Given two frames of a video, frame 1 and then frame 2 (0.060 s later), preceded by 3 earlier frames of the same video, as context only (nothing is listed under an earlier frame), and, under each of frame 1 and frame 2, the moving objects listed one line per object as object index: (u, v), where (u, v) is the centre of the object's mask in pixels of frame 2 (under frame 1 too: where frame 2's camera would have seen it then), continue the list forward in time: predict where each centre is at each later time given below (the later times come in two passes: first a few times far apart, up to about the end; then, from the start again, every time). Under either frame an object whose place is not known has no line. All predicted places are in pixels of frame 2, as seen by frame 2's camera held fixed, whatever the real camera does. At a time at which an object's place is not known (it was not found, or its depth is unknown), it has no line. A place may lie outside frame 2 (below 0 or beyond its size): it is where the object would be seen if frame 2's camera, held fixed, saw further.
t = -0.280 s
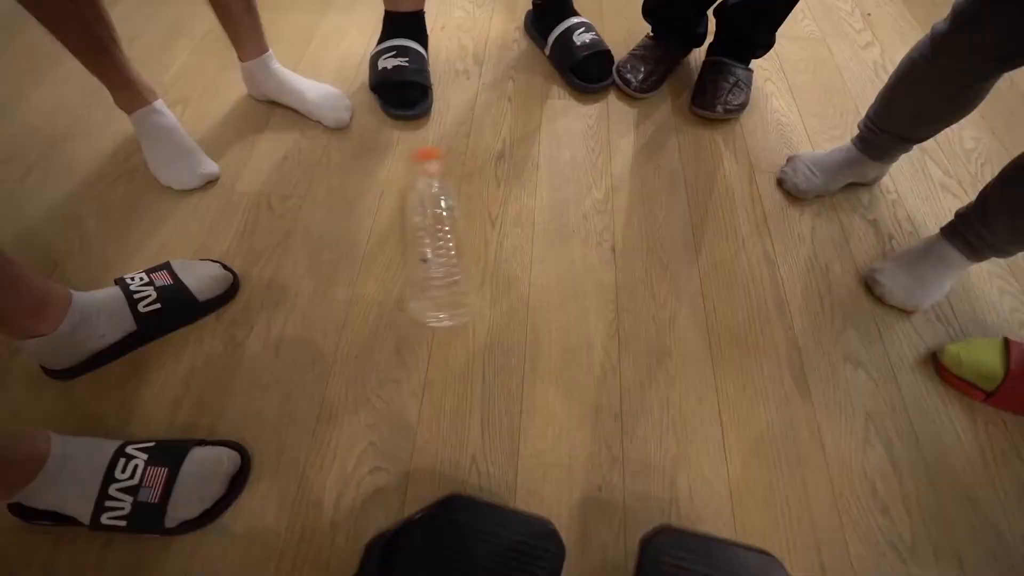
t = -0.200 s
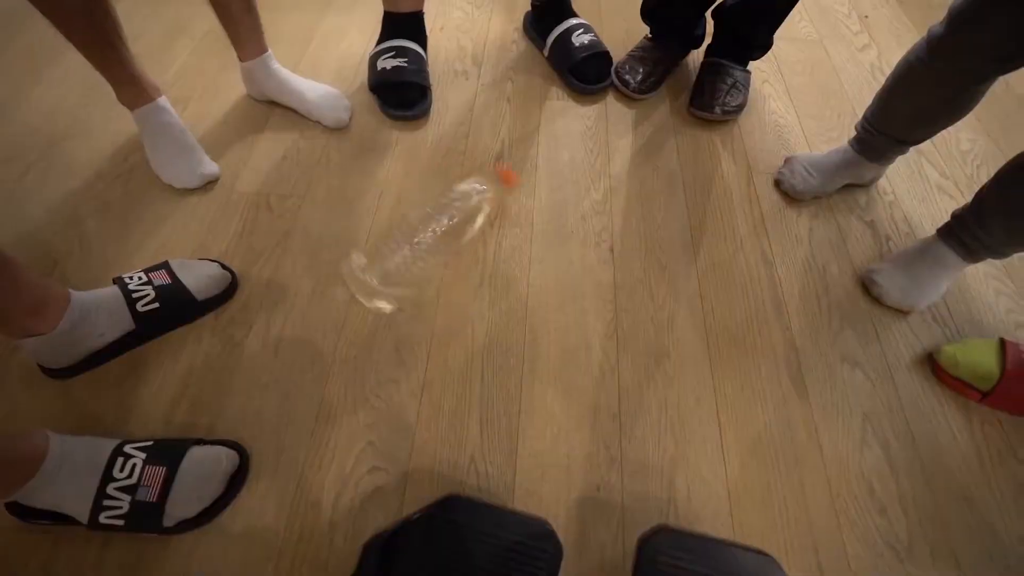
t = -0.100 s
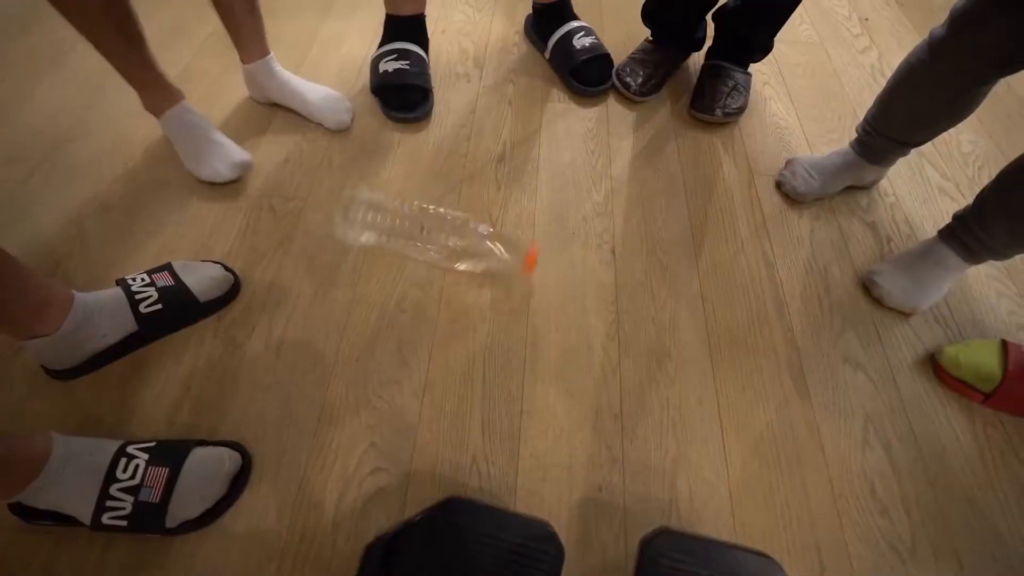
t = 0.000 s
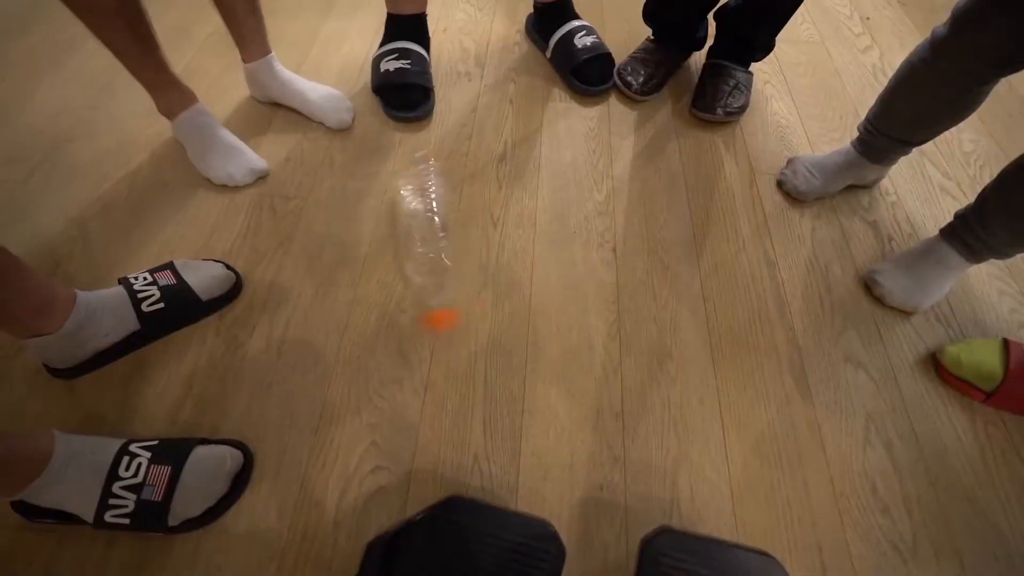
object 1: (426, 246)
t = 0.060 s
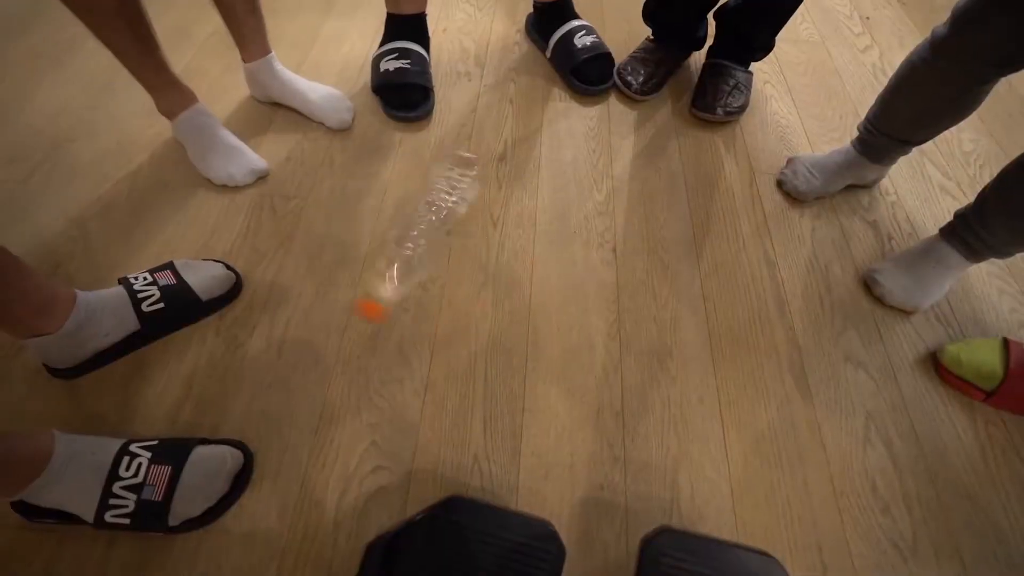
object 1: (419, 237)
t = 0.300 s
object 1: (432, 233)
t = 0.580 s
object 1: (420, 227)
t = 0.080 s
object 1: (421, 231)
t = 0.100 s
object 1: (421, 230)
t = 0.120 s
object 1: (421, 228)
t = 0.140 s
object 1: (423, 225)
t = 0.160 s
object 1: (424, 224)
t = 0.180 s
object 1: (423, 223)
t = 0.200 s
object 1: (426, 223)
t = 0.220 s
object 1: (428, 223)
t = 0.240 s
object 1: (434, 227)
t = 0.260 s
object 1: (431, 228)
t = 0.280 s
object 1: (432, 230)
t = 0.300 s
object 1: (432, 233)
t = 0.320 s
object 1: (431, 236)
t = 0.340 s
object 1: (426, 237)
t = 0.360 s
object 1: (424, 237)
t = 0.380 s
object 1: (420, 238)
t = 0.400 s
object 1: (419, 235)
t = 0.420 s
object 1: (418, 234)
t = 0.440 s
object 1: (420, 232)
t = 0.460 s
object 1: (418, 231)
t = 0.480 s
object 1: (420, 228)
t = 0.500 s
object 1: (418, 227)
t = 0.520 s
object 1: (421, 228)
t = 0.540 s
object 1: (420, 227)
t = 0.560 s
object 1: (421, 227)
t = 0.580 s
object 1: (420, 227)
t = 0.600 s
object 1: (422, 228)
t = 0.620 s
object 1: (422, 229)
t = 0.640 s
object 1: (418, 228)
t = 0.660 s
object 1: (419, 231)
